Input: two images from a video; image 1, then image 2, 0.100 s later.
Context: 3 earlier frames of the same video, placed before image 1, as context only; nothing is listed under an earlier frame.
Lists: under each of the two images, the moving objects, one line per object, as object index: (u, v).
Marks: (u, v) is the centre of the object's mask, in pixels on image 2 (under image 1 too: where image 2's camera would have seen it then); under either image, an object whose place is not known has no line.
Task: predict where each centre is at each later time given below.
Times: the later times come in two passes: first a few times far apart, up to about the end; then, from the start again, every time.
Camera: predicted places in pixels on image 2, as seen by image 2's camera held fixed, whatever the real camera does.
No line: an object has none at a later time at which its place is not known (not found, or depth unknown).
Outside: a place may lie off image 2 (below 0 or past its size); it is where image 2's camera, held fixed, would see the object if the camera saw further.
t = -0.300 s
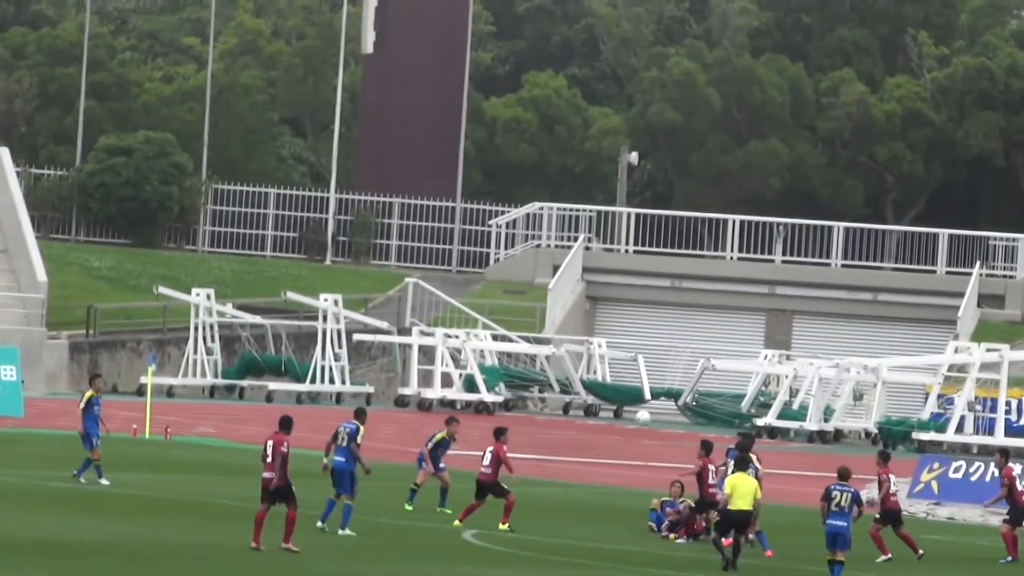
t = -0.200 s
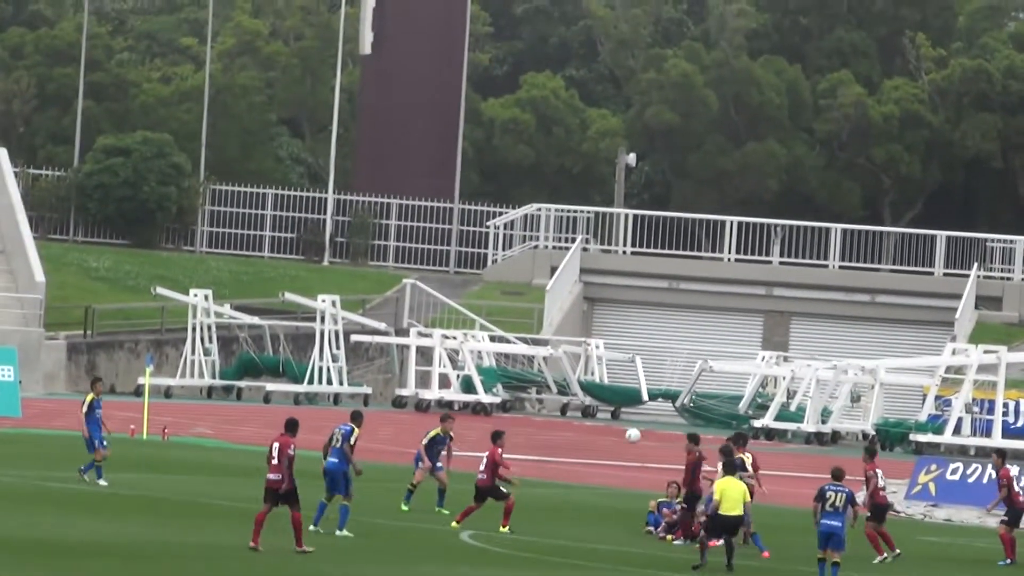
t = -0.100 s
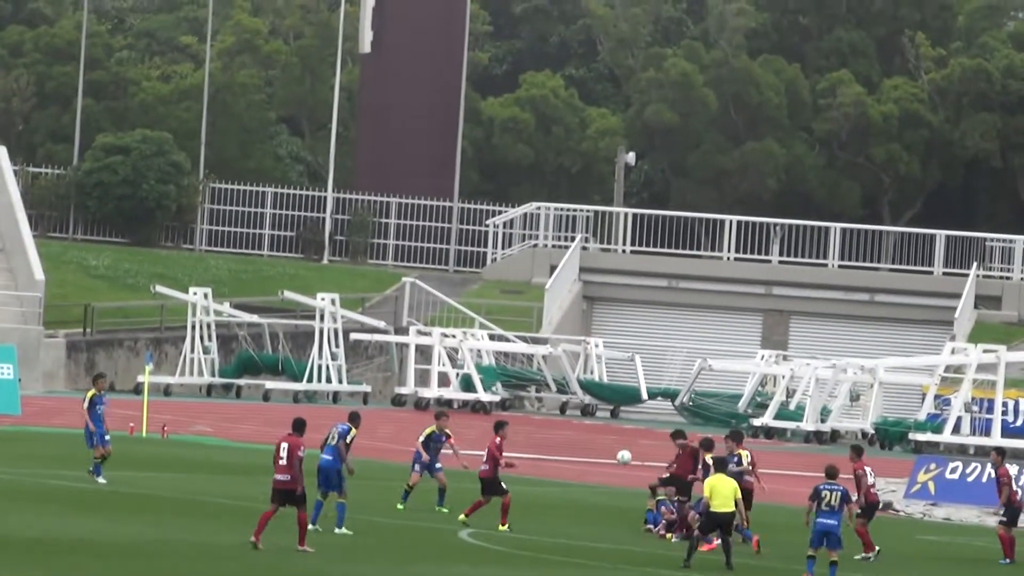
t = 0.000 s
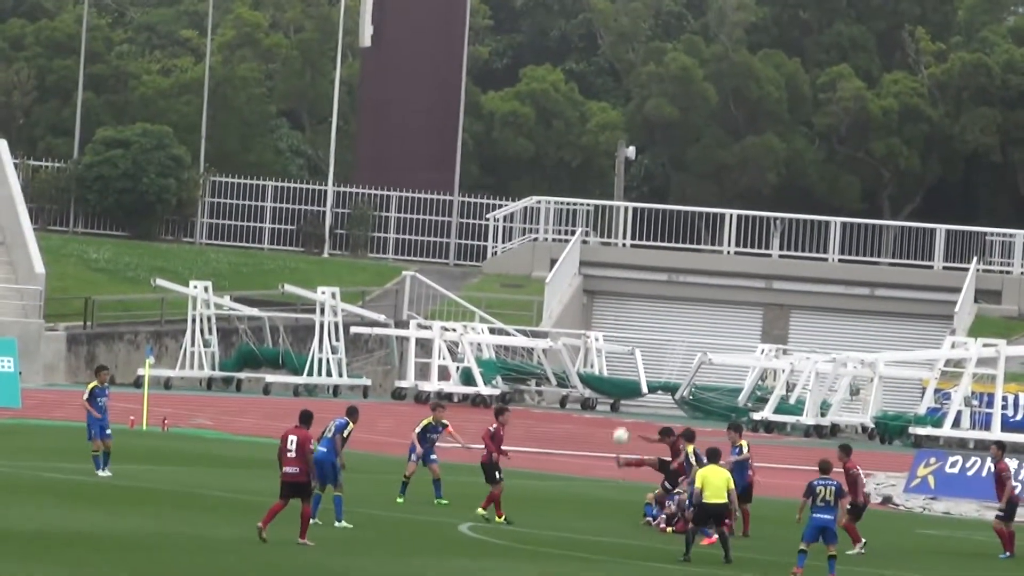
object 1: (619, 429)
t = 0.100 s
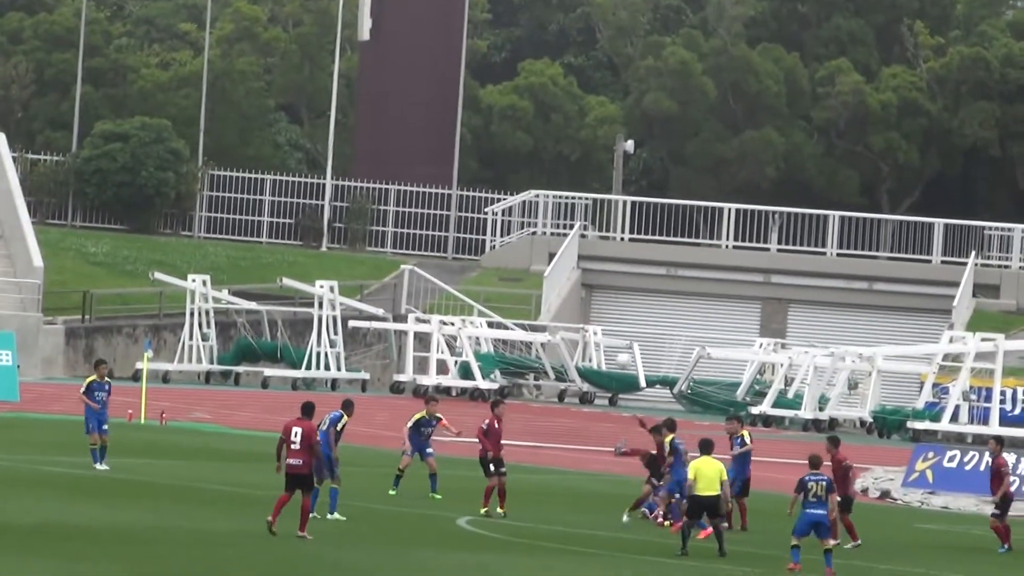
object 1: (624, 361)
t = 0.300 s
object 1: (640, 240)
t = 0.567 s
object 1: (674, 124)
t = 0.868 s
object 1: (727, 50)
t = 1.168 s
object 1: (789, 41)
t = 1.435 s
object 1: (849, 91)
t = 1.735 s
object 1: (904, 219)
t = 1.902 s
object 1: (936, 324)
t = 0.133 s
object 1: (626, 338)
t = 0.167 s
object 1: (628, 318)
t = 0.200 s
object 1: (630, 297)
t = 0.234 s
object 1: (633, 277)
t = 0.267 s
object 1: (636, 258)
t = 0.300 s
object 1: (640, 240)
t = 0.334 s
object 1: (643, 224)
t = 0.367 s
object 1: (647, 208)
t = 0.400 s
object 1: (651, 191)
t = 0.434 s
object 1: (655, 177)
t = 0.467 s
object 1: (660, 162)
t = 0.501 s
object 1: (664, 149)
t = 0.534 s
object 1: (669, 136)
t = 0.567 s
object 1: (674, 124)
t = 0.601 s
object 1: (679, 112)
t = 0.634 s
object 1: (684, 102)
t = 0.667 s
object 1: (690, 92)
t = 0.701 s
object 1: (696, 83)
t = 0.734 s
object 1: (701, 74)
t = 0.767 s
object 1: (708, 67)
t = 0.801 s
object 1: (714, 61)
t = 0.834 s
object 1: (720, 55)
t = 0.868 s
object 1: (727, 50)
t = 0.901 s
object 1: (733, 46)
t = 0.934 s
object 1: (740, 42)
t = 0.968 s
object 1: (747, 40)
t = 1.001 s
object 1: (754, 38)
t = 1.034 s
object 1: (760, 37)
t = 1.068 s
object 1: (767, 37)
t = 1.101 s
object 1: (774, 37)
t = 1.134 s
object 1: (782, 39)
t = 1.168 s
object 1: (789, 41)
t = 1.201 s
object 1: (796, 45)
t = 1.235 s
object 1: (804, 48)
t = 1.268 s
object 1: (811, 54)
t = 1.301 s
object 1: (819, 59)
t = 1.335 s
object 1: (826, 66)
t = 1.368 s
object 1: (833, 73)
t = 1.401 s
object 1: (841, 82)
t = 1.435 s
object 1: (849, 91)
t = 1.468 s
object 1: (856, 102)
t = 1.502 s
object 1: (864, 113)
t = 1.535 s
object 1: (871, 126)
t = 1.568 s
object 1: (875, 140)
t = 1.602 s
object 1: (882, 154)
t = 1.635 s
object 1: (887, 170)
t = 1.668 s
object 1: (892, 186)
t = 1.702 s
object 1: (899, 203)
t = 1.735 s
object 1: (904, 219)
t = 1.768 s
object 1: (911, 240)
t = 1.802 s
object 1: (917, 257)
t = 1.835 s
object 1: (923, 279)
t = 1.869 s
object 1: (930, 300)
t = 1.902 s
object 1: (936, 324)
